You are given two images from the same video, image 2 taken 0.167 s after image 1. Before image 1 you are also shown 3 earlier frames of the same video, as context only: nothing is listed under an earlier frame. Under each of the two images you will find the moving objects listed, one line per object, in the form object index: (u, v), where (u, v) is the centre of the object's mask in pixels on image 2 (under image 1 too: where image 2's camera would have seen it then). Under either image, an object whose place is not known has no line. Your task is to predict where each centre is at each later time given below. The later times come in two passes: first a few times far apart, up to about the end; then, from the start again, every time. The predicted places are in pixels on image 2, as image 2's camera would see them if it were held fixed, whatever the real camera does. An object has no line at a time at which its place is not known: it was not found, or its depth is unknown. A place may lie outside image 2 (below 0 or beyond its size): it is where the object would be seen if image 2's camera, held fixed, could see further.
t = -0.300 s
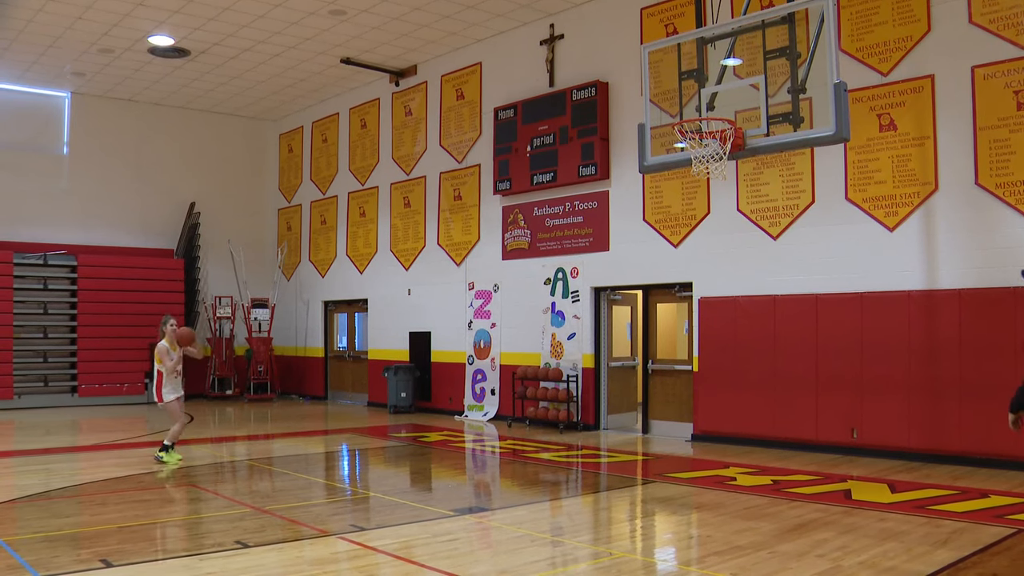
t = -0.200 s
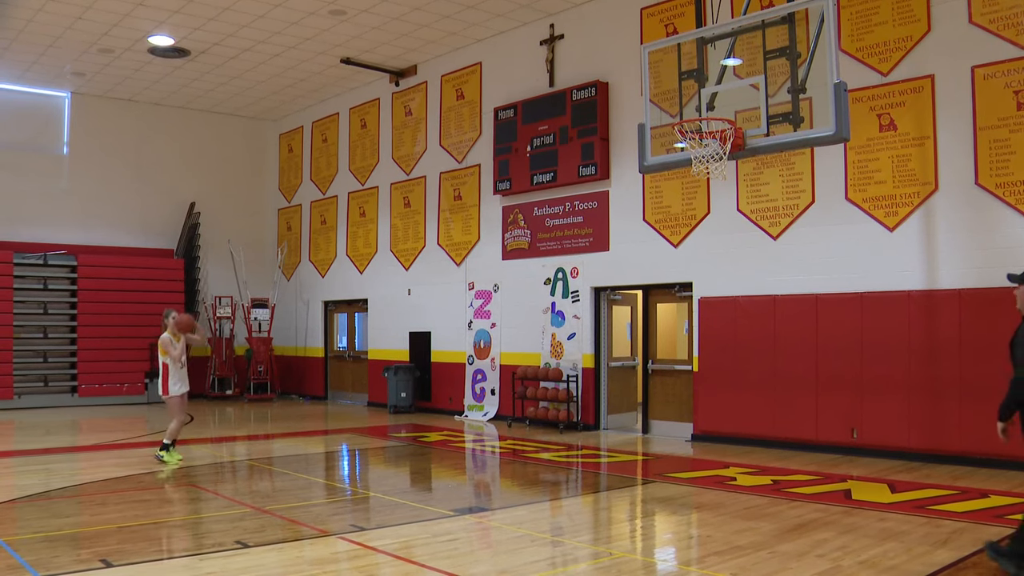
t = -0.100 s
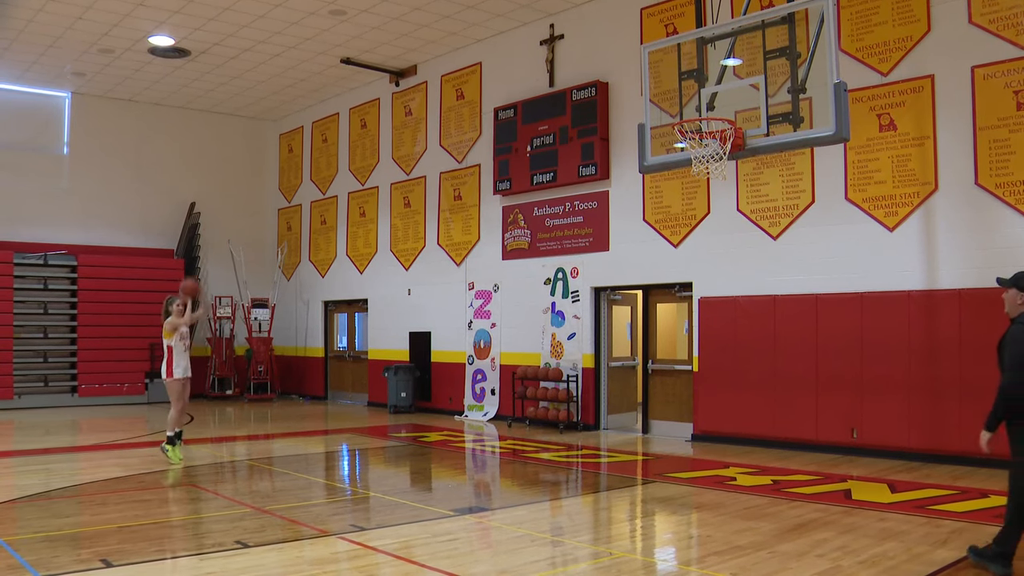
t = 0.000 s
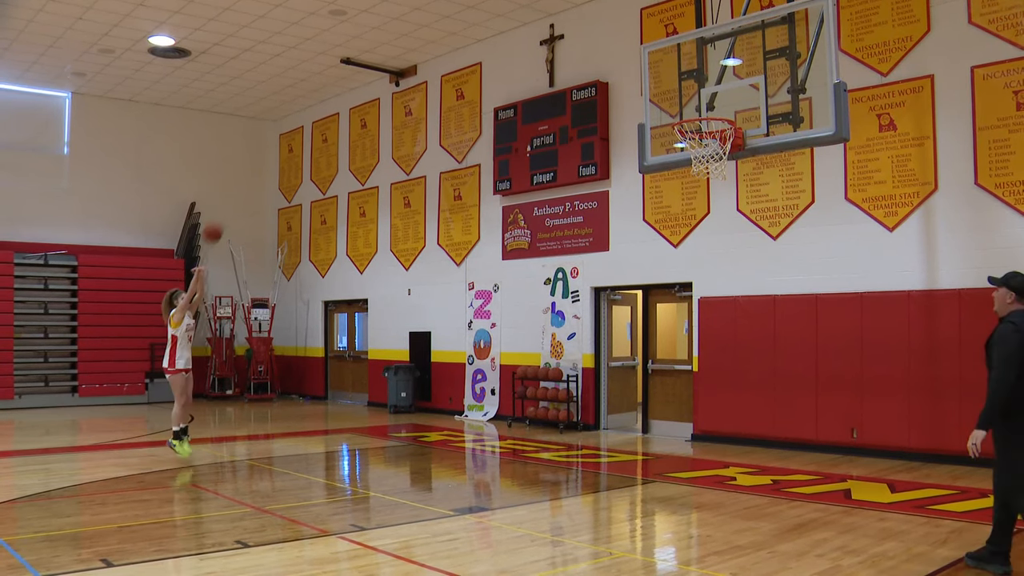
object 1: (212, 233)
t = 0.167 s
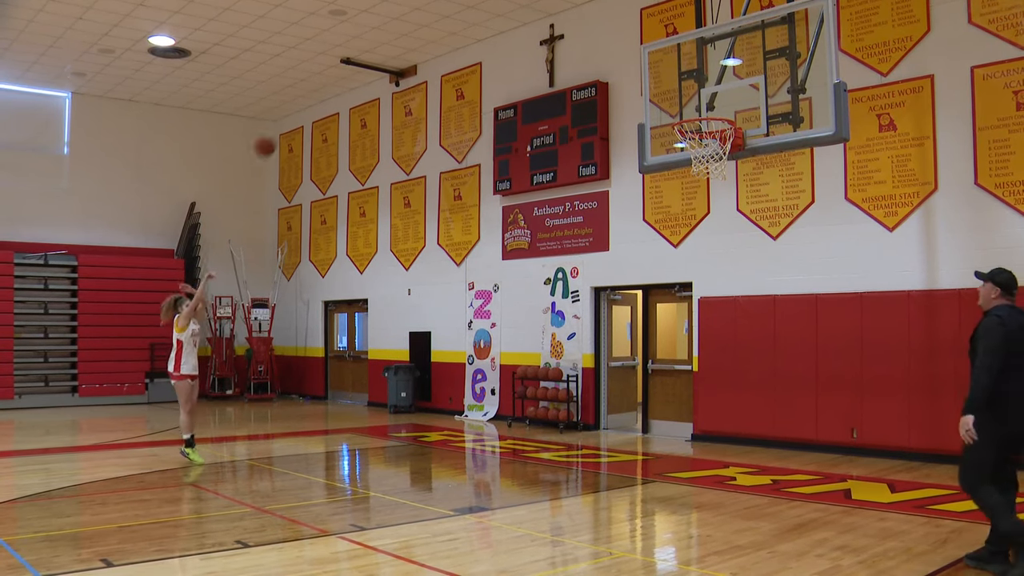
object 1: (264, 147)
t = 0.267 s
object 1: (299, 103)
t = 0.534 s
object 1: (401, 26)
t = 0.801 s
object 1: (517, 14)
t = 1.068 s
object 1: (658, 87)
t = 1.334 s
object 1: (753, 184)
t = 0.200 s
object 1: (276, 131)
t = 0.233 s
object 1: (288, 116)
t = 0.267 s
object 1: (299, 103)
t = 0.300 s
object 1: (311, 91)
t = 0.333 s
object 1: (322, 79)
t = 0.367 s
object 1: (335, 67)
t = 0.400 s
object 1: (347, 57)
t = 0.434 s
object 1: (361, 48)
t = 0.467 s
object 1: (374, 40)
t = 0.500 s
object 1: (387, 32)
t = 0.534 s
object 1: (401, 26)
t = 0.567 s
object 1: (414, 21)
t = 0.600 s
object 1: (428, 16)
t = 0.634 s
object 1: (442, 13)
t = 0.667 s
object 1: (457, 11)
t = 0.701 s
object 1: (472, 10)
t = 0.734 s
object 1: (487, 10)
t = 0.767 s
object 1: (501, 12)
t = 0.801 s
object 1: (517, 14)
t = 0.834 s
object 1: (533, 18)
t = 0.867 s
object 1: (550, 24)
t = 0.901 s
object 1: (567, 31)
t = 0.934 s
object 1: (584, 39)
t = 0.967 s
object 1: (602, 48)
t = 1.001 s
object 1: (620, 60)
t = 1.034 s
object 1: (638, 72)
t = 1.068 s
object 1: (658, 87)
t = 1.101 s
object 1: (678, 104)
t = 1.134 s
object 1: (697, 115)
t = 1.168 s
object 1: (728, 142)
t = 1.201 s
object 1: (734, 160)
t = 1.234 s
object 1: (736, 160)
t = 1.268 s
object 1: (742, 167)
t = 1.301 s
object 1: (748, 175)
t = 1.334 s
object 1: (753, 184)
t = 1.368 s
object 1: (758, 196)
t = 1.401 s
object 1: (764, 209)
